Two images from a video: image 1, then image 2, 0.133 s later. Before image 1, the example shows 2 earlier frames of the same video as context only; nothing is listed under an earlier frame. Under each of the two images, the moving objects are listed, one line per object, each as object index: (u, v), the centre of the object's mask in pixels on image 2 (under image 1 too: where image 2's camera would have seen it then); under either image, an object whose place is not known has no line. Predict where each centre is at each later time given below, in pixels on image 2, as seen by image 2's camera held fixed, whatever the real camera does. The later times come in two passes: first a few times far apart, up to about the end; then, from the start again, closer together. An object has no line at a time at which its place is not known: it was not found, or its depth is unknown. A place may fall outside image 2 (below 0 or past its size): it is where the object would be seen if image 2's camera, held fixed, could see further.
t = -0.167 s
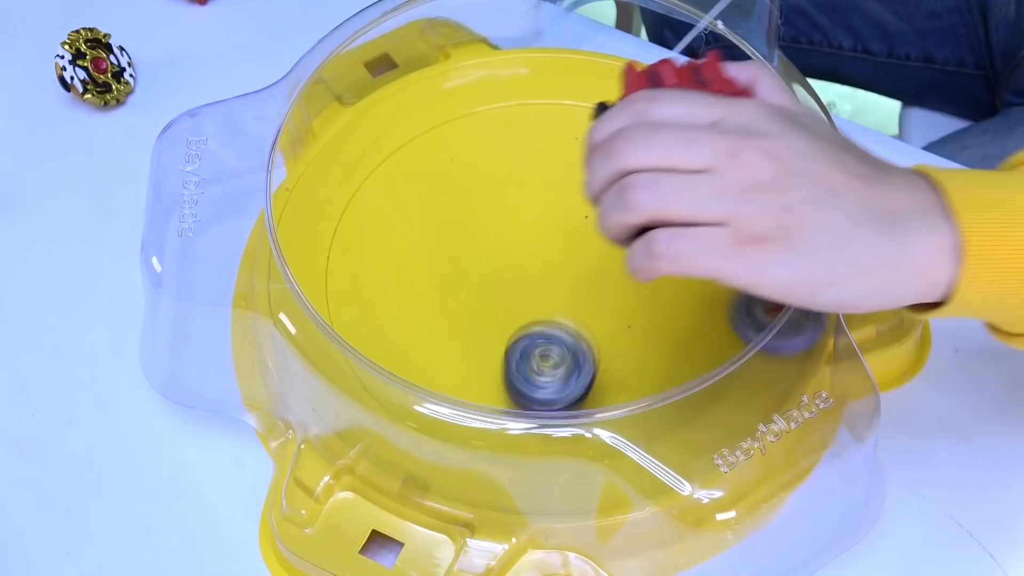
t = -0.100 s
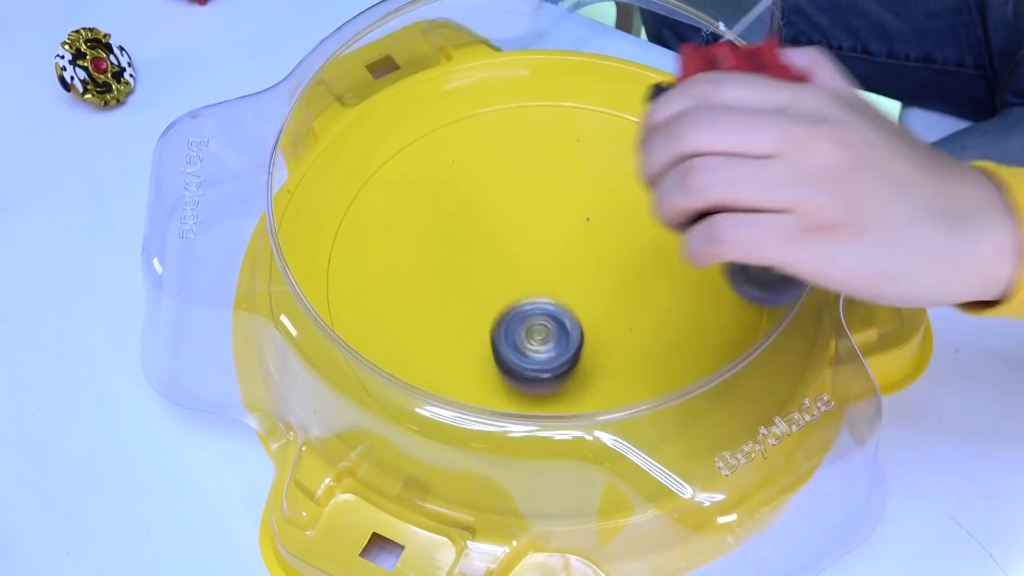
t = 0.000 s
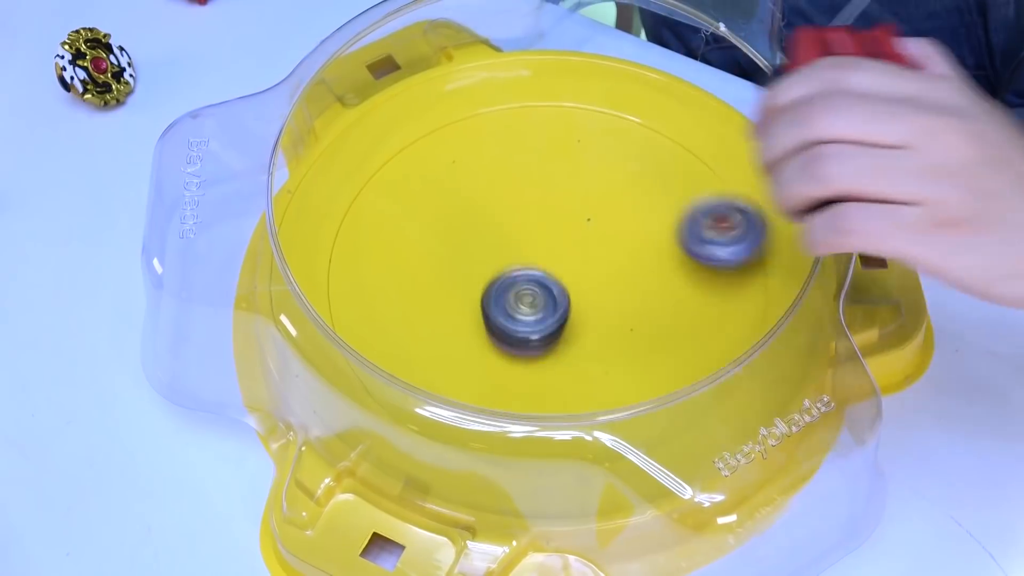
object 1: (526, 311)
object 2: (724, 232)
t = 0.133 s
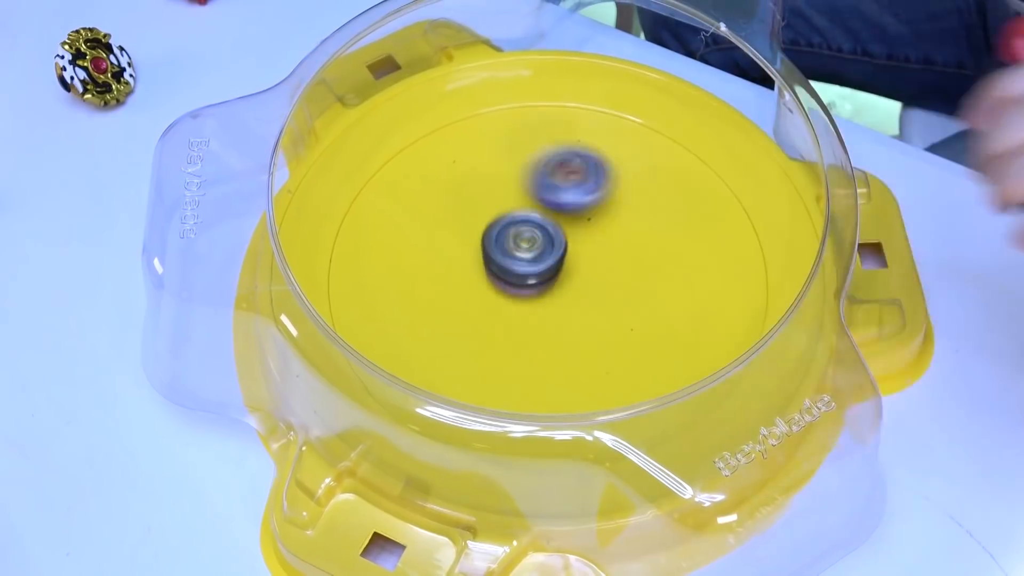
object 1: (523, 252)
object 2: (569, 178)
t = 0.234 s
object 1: (478, 277)
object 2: (498, 83)
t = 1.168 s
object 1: (586, 254)
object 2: (445, 275)
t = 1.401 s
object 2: (422, 278)
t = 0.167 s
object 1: (510, 256)
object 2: (540, 144)
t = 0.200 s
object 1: (493, 266)
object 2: (519, 106)
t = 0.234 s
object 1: (478, 277)
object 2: (498, 83)
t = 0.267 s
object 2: (488, 92)
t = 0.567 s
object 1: (520, 475)
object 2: (484, 97)
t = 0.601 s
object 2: (494, 69)
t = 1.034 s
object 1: (702, 191)
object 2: (473, 240)
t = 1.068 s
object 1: (678, 204)
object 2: (457, 248)
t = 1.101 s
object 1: (650, 219)
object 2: (448, 256)
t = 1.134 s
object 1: (619, 237)
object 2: (444, 265)
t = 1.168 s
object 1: (586, 254)
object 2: (445, 275)
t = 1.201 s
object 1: (552, 271)
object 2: (452, 283)
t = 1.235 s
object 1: (533, 292)
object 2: (447, 279)
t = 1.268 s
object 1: (521, 319)
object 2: (433, 273)
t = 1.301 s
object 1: (513, 343)
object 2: (419, 279)
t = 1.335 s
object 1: (507, 370)
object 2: (416, 277)
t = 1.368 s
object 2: (417, 279)
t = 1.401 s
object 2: (422, 278)
